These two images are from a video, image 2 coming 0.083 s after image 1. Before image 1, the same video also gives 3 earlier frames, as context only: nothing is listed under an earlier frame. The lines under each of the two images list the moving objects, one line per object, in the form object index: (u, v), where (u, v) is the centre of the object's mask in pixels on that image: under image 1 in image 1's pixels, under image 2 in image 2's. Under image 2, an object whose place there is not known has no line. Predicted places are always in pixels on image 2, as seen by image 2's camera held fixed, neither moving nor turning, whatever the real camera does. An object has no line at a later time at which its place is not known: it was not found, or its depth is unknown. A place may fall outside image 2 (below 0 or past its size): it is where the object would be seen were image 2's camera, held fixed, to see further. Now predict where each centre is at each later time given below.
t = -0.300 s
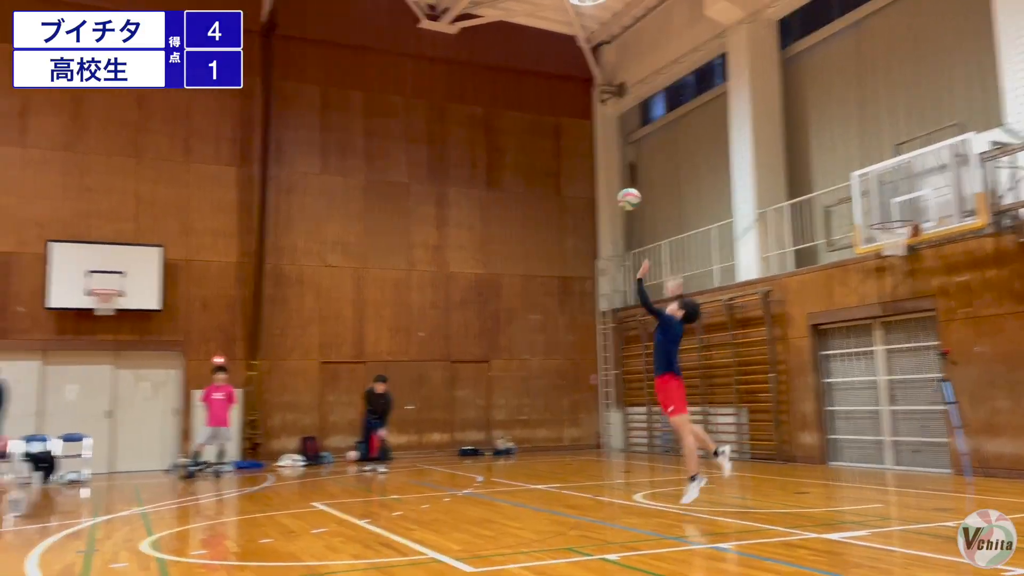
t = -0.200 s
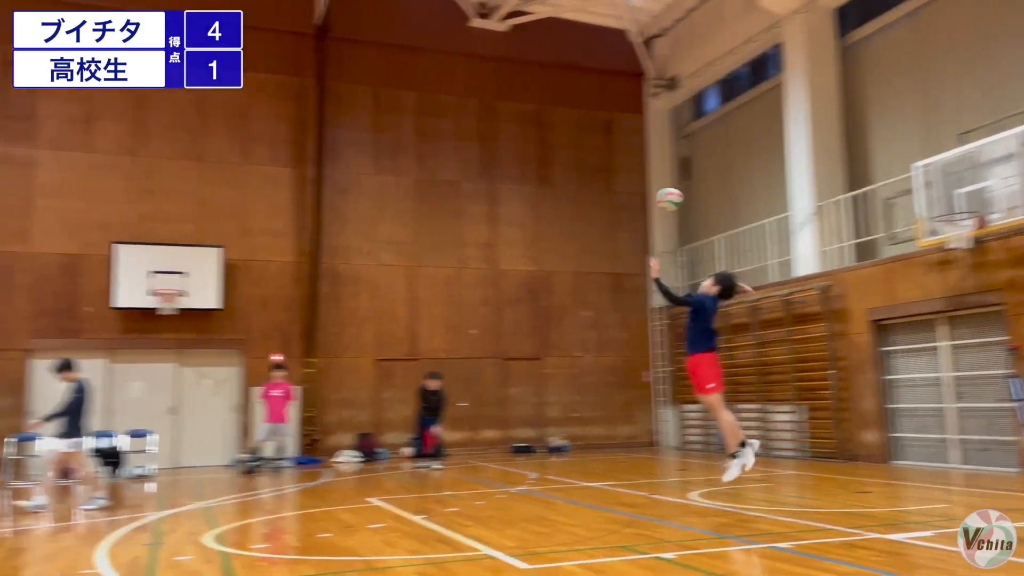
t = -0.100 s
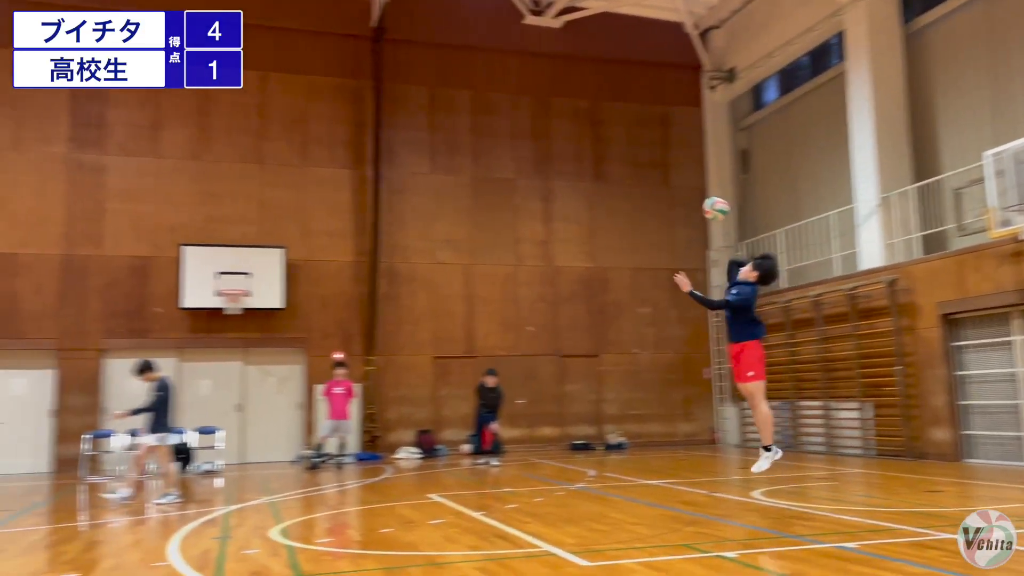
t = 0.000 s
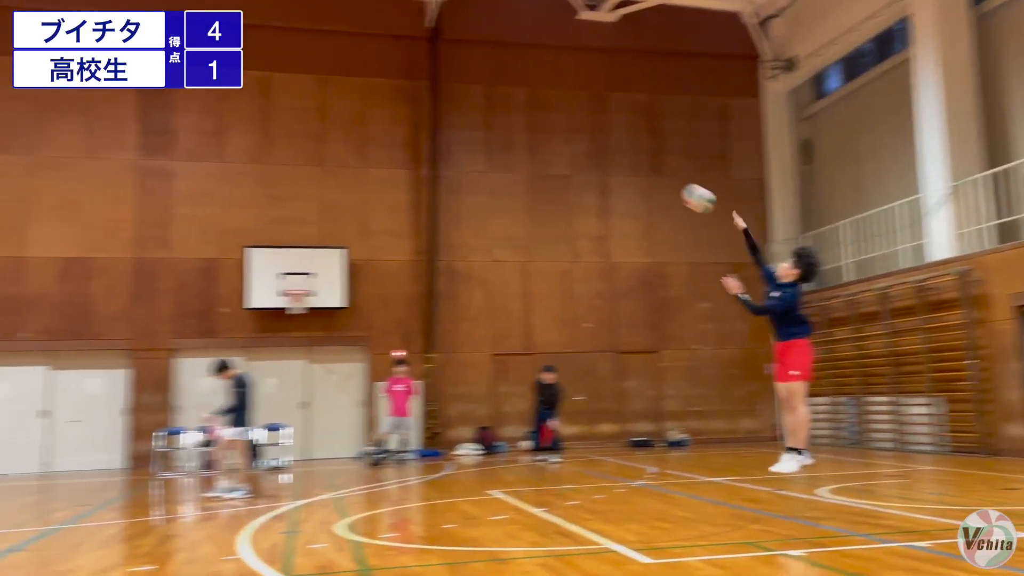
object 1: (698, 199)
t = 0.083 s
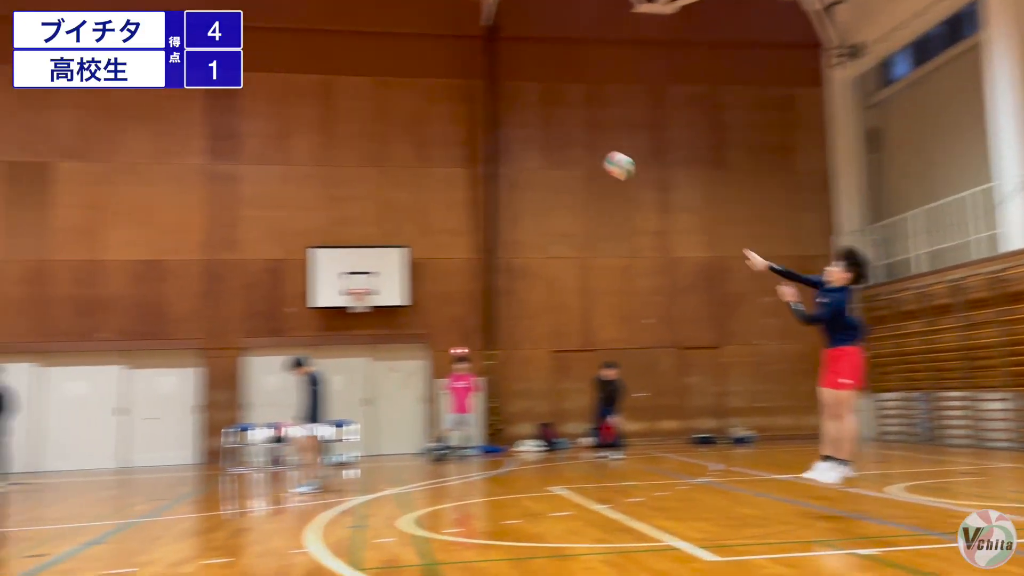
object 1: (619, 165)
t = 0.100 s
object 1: (591, 161)
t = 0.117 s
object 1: (564, 157)
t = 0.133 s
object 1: (538, 154)
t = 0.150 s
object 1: (510, 150)
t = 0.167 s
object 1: (484, 147)
